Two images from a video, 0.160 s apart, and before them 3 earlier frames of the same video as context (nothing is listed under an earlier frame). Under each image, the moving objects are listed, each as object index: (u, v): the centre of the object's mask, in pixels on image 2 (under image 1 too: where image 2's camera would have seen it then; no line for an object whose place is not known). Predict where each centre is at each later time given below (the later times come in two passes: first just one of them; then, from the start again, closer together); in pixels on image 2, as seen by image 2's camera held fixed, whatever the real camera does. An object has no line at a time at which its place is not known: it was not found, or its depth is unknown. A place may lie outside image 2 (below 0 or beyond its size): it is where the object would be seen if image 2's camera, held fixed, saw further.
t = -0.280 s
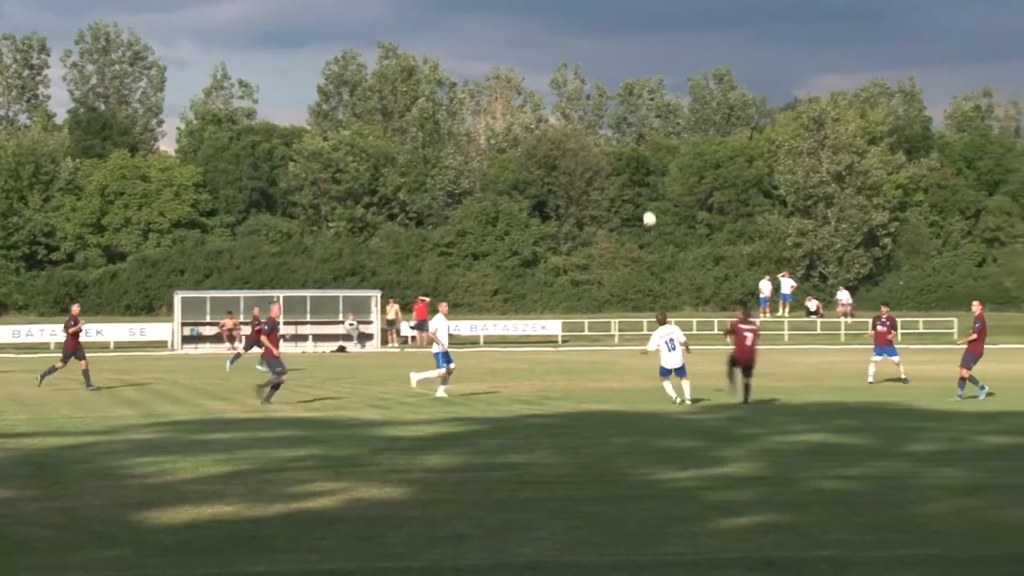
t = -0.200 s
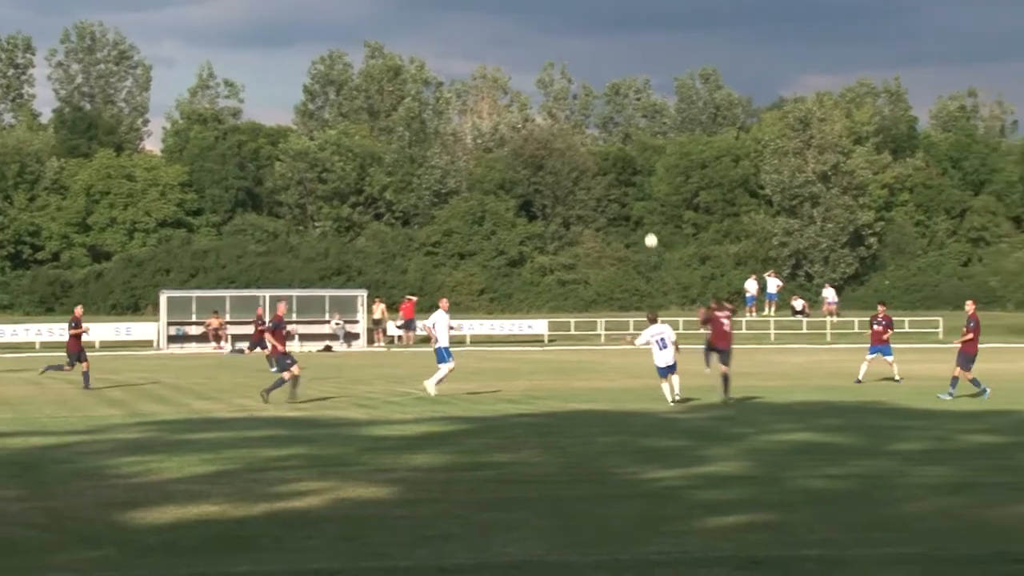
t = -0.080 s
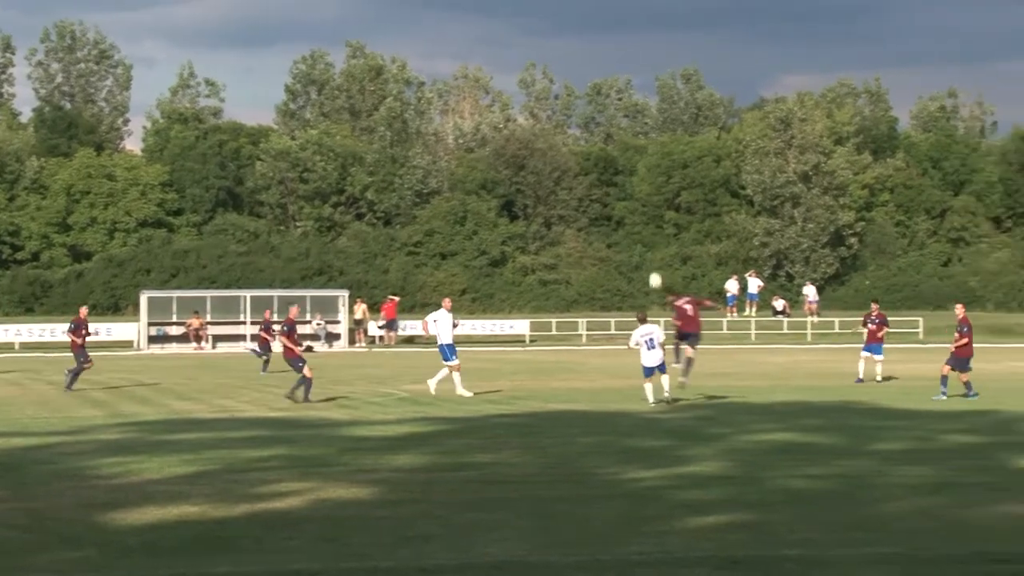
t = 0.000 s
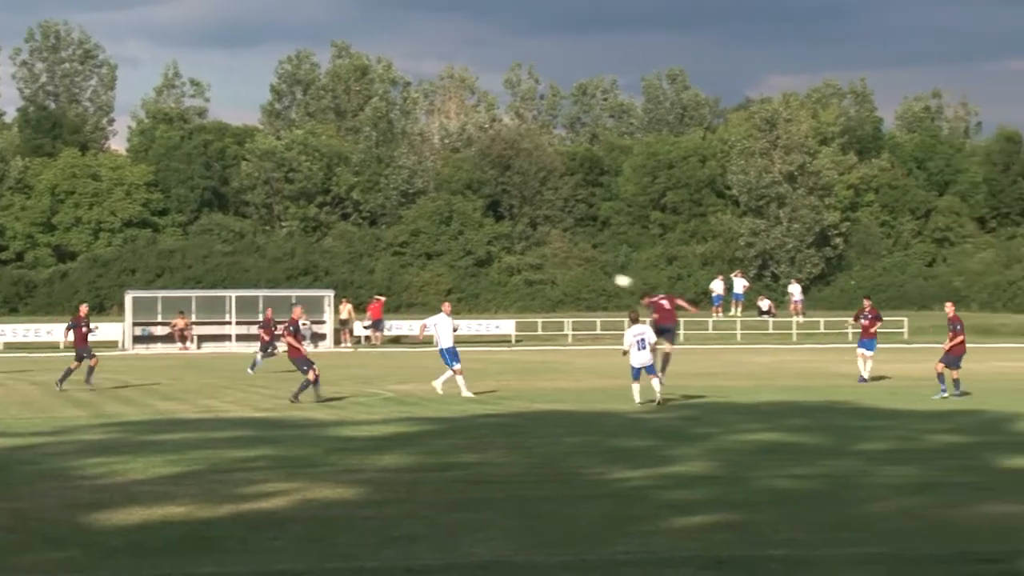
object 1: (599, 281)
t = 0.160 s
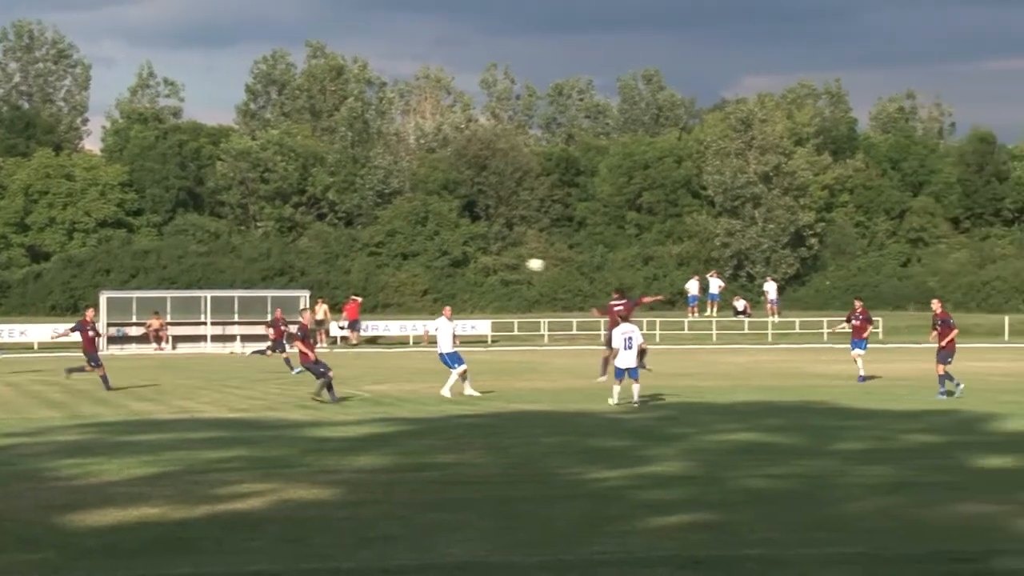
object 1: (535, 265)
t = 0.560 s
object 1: (382, 284)
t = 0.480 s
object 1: (412, 273)
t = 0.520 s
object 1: (397, 278)
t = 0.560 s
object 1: (382, 284)
